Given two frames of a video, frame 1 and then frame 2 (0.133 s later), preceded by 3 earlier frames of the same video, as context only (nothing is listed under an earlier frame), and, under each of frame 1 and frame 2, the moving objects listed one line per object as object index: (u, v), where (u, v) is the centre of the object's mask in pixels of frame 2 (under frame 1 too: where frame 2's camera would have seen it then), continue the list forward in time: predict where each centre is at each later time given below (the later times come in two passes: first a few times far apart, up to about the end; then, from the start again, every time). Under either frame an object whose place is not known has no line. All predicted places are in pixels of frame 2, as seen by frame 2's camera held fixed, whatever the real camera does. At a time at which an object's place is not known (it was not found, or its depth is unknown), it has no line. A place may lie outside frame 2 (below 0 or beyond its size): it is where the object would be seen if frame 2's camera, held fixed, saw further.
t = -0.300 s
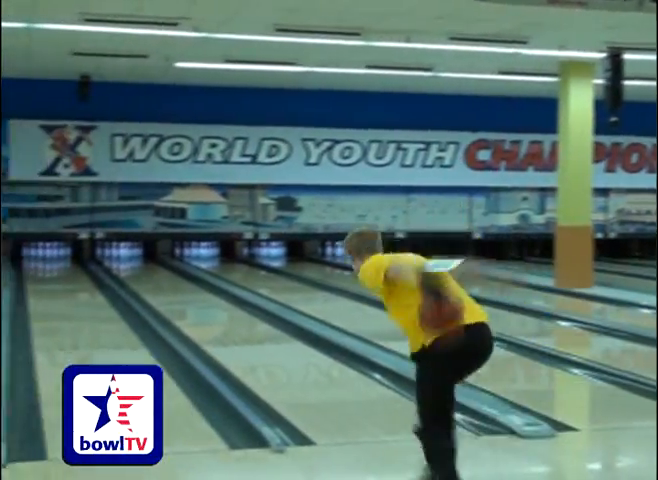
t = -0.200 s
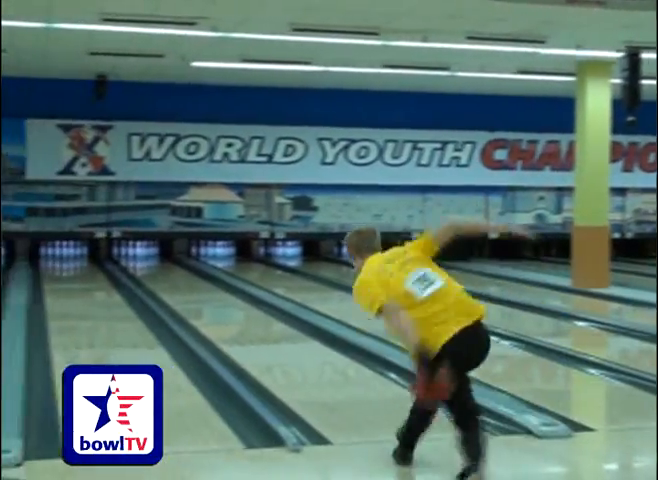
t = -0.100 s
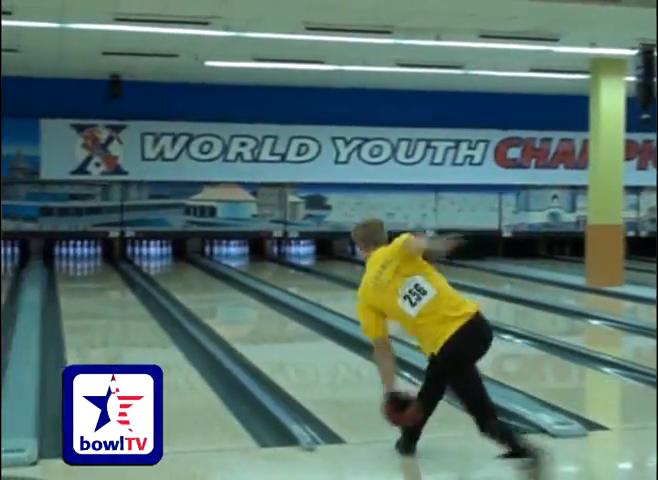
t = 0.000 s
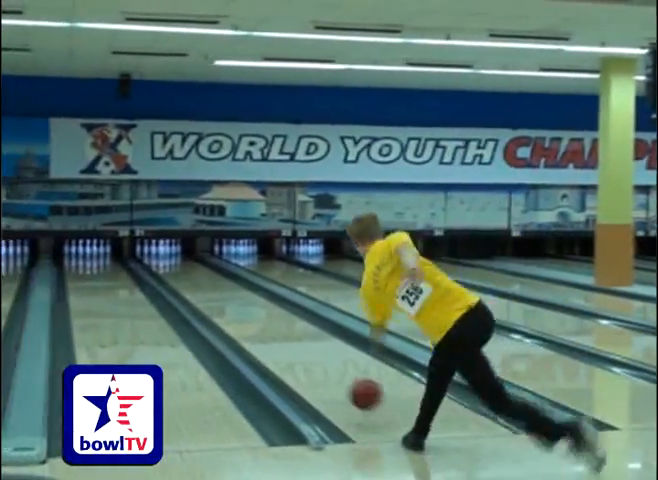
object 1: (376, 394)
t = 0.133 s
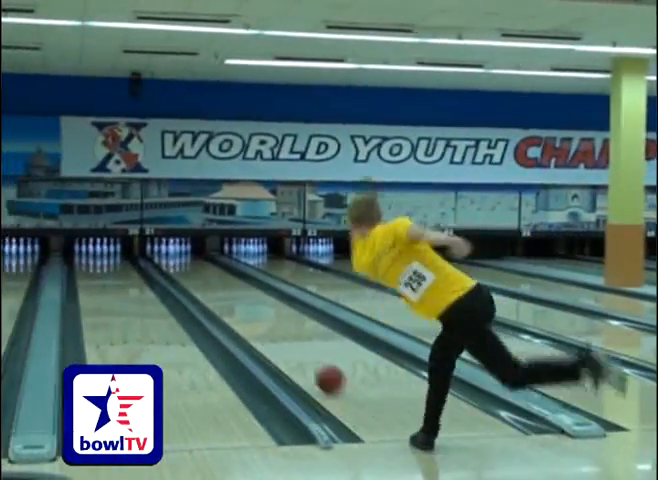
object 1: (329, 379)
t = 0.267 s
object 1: (296, 358)
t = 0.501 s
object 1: (253, 328)
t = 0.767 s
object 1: (220, 304)
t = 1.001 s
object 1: (200, 290)
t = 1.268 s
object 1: (185, 277)
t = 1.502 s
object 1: (176, 268)
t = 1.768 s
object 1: (171, 261)
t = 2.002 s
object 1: (169, 255)
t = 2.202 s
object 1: (170, 254)
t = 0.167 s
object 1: (320, 373)
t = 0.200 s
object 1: (312, 367)
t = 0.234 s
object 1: (303, 363)
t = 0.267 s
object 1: (296, 358)
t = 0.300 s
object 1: (287, 354)
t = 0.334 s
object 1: (282, 348)
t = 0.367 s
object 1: (275, 344)
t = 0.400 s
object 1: (269, 340)
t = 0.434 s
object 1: (264, 336)
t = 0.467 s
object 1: (257, 332)
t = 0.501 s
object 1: (253, 328)
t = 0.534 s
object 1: (248, 325)
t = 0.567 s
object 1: (243, 321)
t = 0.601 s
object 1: (239, 318)
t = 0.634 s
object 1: (234, 315)
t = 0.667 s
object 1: (231, 312)
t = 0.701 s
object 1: (227, 310)
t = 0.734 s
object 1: (223, 307)
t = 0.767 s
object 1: (220, 304)
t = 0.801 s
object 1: (217, 302)
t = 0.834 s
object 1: (213, 300)
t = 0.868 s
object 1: (211, 298)
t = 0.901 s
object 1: (208, 296)
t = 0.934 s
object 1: (205, 294)
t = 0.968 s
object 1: (203, 292)
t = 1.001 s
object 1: (200, 290)
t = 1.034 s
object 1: (198, 288)
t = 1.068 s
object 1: (196, 286)
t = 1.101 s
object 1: (194, 285)
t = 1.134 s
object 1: (192, 284)
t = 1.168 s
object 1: (190, 282)
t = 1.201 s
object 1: (188, 279)
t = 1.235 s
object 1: (186, 278)
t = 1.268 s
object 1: (185, 277)
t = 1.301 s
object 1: (183, 276)
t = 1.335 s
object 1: (182, 274)
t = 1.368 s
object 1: (181, 273)
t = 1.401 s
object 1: (180, 272)
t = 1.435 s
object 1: (178, 270)
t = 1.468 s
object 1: (177, 269)
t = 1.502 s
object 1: (176, 268)
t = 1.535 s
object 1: (175, 267)
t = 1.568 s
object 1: (174, 266)
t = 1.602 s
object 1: (173, 265)
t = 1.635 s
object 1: (173, 264)
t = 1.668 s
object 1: (172, 263)
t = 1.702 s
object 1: (172, 263)
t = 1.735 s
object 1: (171, 261)
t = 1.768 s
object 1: (171, 261)
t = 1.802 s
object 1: (170, 260)
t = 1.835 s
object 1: (170, 259)
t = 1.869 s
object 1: (169, 258)
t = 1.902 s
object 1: (170, 257)
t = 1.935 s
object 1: (170, 257)
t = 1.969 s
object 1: (169, 256)
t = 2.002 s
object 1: (169, 255)
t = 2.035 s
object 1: (170, 254)
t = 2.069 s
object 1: (170, 254)
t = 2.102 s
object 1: (170, 254)
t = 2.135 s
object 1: (170, 254)
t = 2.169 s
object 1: (170, 254)
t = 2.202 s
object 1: (170, 254)
